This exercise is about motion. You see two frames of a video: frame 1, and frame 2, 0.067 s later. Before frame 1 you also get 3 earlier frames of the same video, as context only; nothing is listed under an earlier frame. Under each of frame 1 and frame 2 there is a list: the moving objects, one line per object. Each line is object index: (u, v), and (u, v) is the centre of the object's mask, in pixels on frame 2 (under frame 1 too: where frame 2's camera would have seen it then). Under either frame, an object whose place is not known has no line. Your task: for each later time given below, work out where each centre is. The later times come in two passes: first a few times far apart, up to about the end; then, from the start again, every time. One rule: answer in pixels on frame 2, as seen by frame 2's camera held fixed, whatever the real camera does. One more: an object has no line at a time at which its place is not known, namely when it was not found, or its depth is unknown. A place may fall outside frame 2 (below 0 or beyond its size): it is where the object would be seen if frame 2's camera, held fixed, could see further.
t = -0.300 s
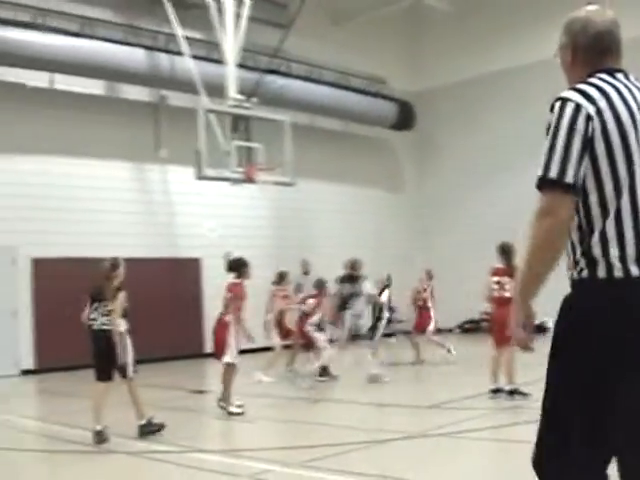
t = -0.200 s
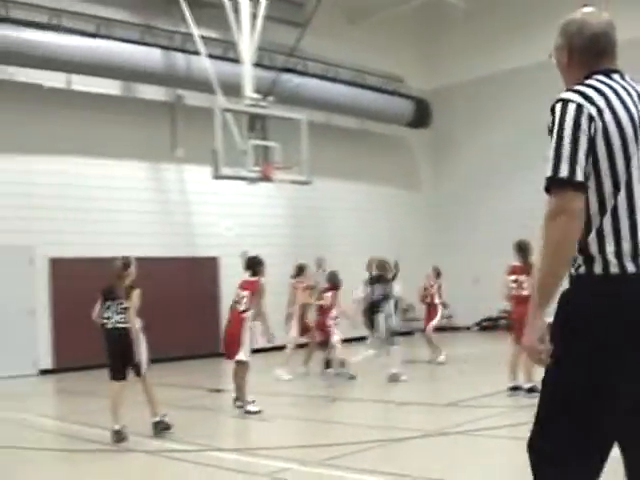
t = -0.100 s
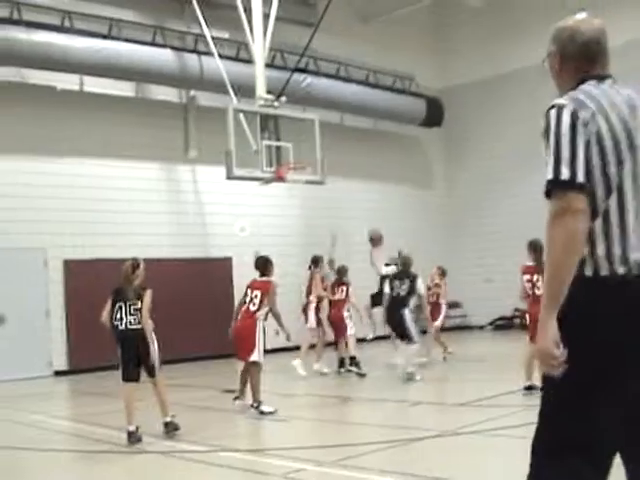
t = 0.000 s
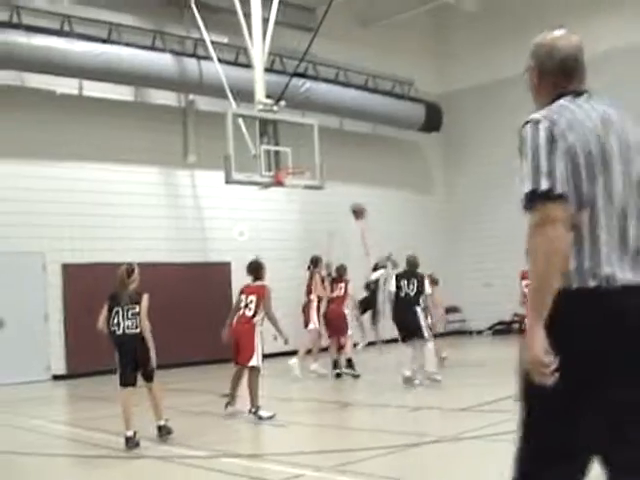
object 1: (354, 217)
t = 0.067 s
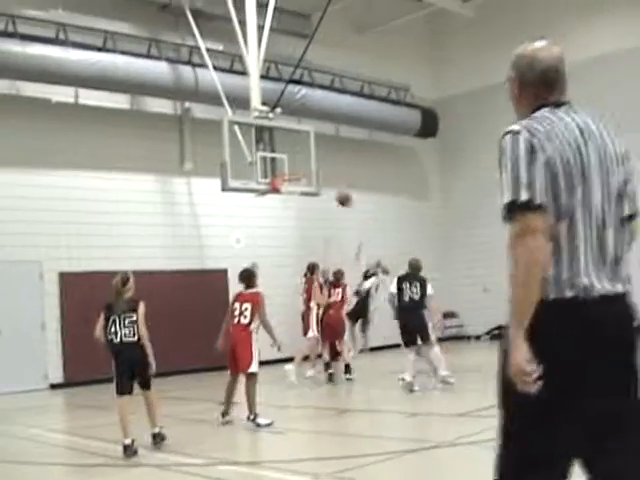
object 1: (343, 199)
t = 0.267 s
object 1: (313, 162)
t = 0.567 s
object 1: (291, 152)
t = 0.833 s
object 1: (291, 188)
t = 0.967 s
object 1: (286, 209)
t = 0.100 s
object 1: (338, 191)
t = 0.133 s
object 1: (332, 185)
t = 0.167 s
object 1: (327, 178)
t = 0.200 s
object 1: (323, 172)
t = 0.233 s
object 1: (318, 167)
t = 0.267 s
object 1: (313, 162)
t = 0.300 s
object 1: (306, 157)
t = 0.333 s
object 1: (303, 156)
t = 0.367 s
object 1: (298, 153)
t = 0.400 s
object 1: (294, 152)
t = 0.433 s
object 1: (290, 151)
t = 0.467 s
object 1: (290, 151)
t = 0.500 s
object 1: (290, 151)
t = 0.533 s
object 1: (290, 151)
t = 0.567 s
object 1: (291, 152)
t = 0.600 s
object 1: (291, 155)
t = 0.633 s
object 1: (291, 159)
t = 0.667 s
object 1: (292, 162)
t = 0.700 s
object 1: (293, 167)
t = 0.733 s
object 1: (294, 172)
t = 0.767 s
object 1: (294, 177)
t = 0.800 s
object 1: (293, 183)
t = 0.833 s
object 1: (291, 188)
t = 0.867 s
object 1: (289, 194)
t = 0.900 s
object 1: (288, 199)
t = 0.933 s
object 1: (287, 205)
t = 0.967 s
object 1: (286, 209)
